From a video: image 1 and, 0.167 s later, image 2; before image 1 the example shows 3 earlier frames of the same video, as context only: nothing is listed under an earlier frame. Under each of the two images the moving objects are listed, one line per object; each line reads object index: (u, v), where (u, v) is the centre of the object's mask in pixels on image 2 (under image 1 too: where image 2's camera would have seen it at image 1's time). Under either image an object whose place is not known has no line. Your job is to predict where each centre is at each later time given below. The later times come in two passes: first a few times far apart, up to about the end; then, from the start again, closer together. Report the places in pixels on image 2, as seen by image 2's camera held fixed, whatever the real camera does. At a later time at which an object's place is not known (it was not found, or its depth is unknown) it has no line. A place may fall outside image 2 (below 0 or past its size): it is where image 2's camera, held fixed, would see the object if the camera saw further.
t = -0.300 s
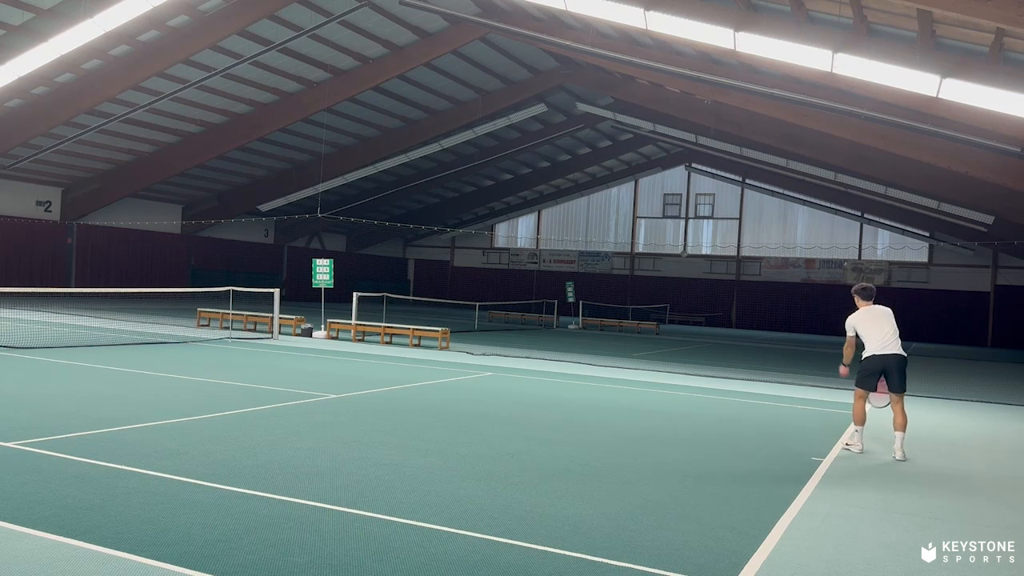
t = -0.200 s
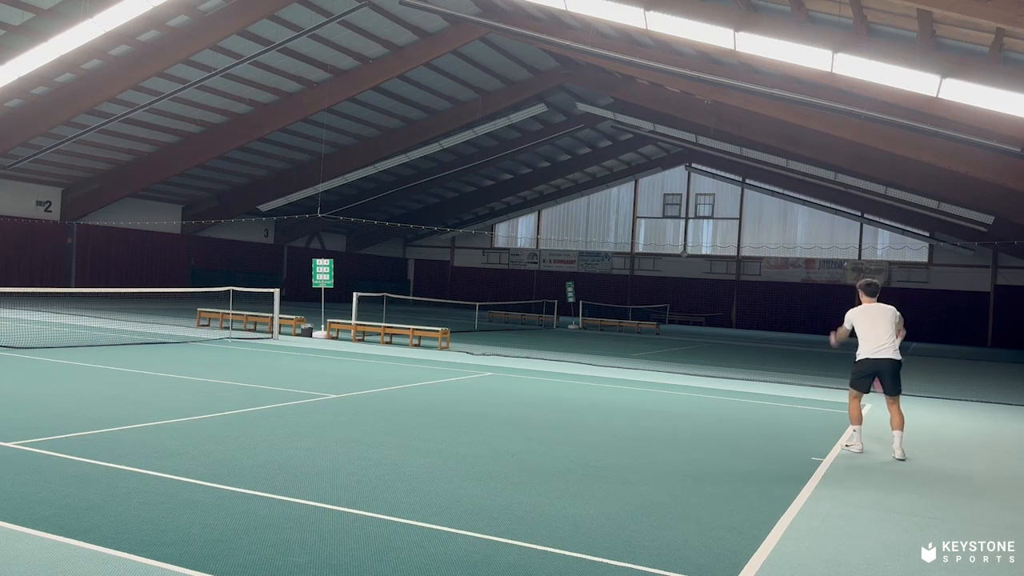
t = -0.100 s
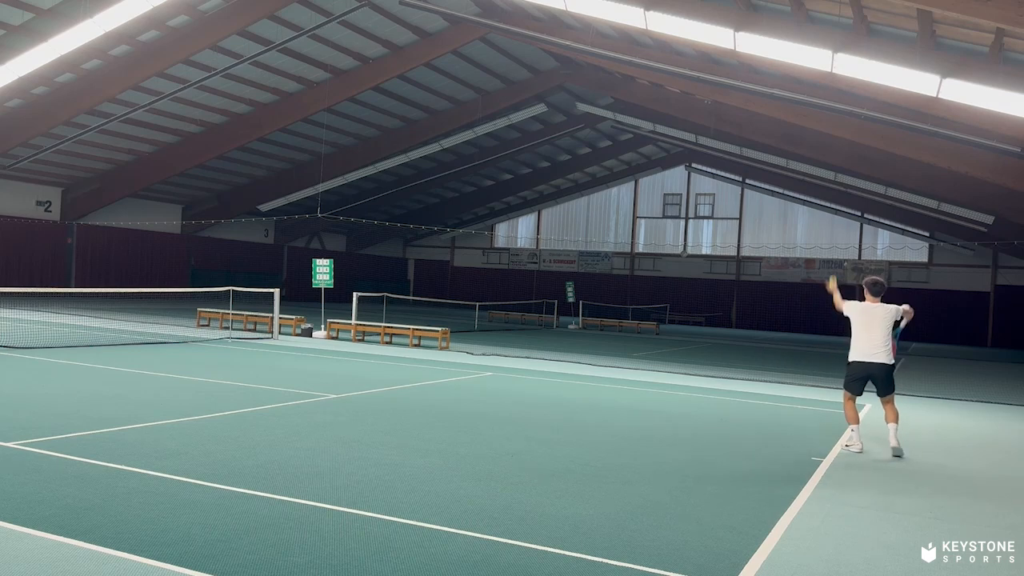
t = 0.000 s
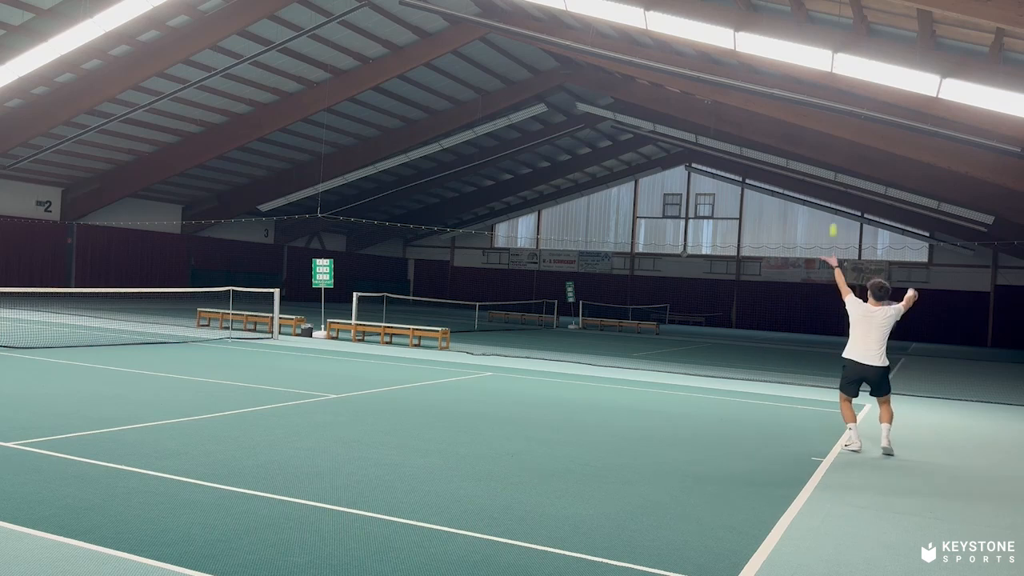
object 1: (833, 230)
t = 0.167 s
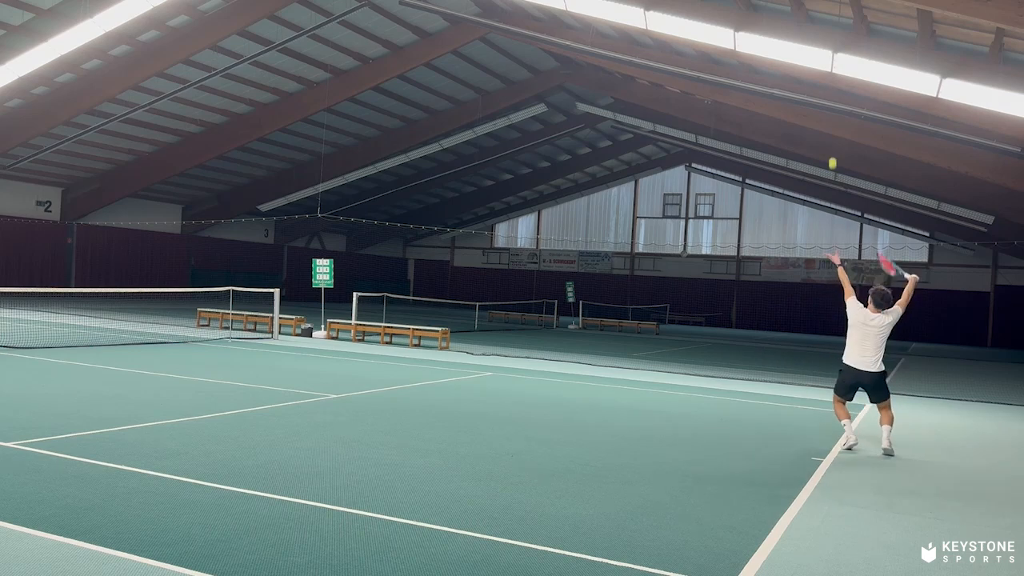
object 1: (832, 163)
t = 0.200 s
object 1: (832, 153)
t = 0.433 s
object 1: (827, 110)
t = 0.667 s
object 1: (820, 118)
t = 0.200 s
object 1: (832, 153)
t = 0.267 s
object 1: (831, 135)
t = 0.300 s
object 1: (830, 128)
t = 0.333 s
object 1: (830, 122)
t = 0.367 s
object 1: (829, 117)
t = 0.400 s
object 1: (828, 113)
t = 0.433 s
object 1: (827, 110)
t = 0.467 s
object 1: (826, 108)
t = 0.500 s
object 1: (826, 107)
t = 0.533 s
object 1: (824, 108)
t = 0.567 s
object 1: (824, 108)
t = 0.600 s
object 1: (822, 111)
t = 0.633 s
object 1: (821, 114)
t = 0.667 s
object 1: (820, 118)
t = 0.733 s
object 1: (817, 131)
